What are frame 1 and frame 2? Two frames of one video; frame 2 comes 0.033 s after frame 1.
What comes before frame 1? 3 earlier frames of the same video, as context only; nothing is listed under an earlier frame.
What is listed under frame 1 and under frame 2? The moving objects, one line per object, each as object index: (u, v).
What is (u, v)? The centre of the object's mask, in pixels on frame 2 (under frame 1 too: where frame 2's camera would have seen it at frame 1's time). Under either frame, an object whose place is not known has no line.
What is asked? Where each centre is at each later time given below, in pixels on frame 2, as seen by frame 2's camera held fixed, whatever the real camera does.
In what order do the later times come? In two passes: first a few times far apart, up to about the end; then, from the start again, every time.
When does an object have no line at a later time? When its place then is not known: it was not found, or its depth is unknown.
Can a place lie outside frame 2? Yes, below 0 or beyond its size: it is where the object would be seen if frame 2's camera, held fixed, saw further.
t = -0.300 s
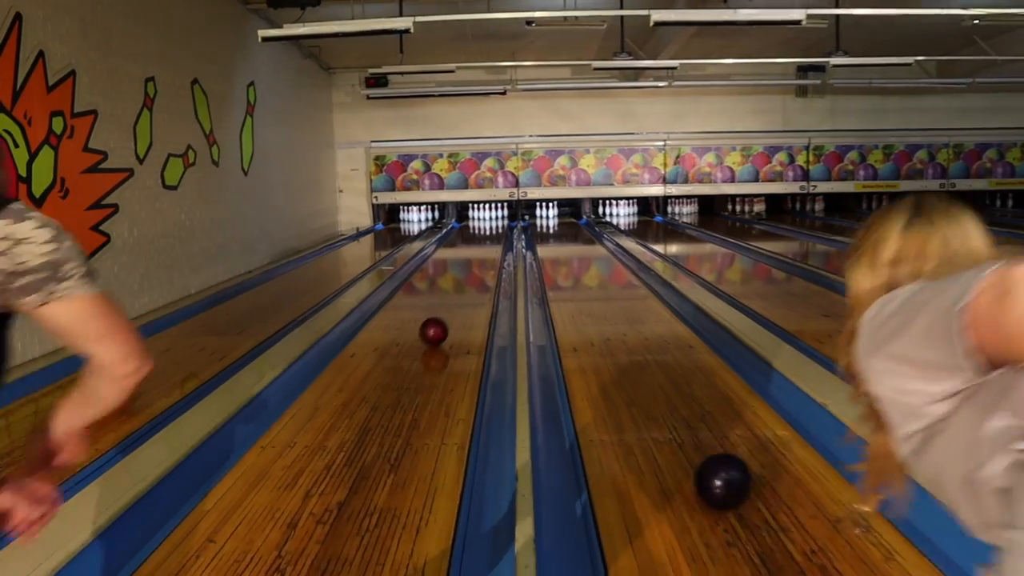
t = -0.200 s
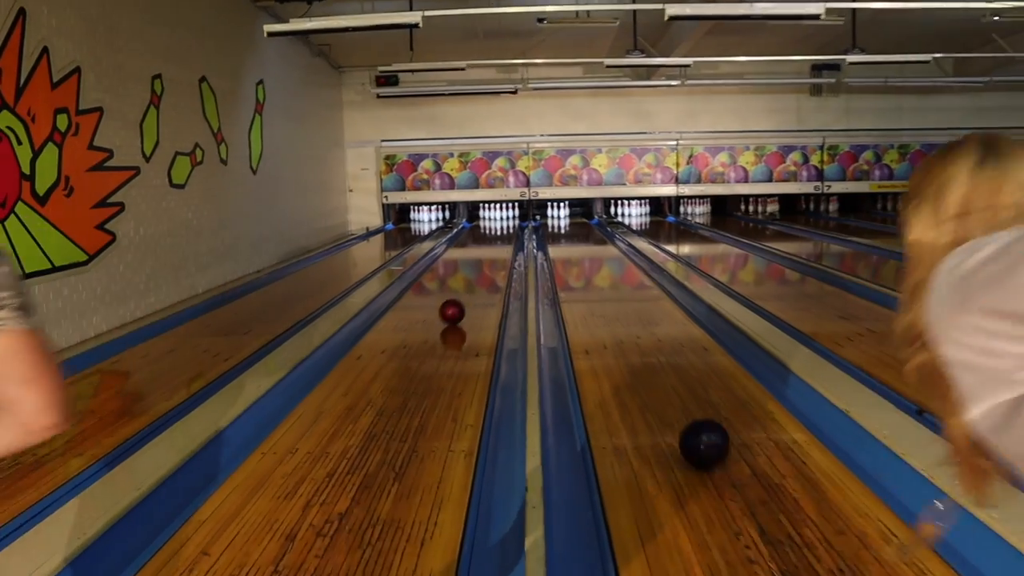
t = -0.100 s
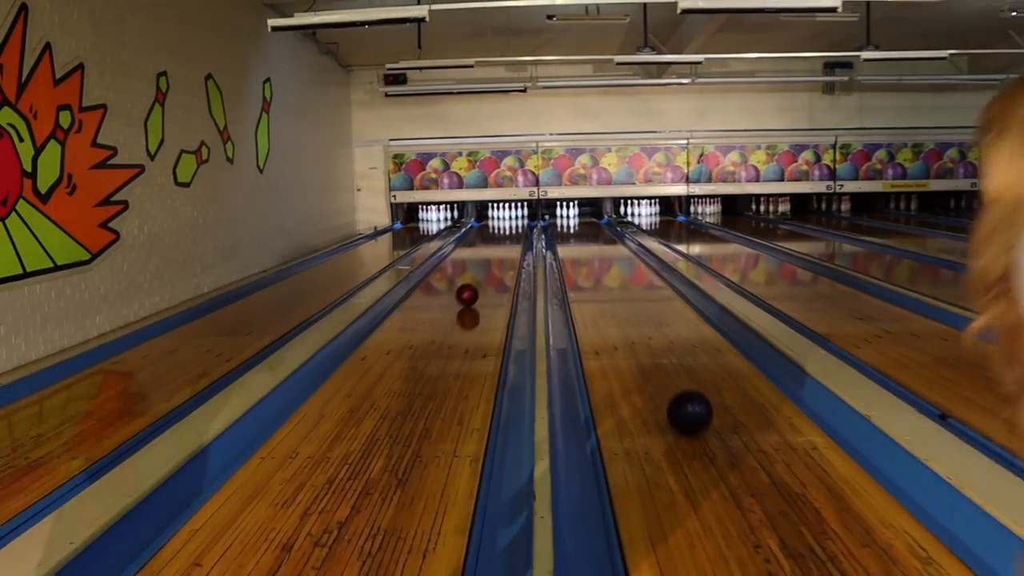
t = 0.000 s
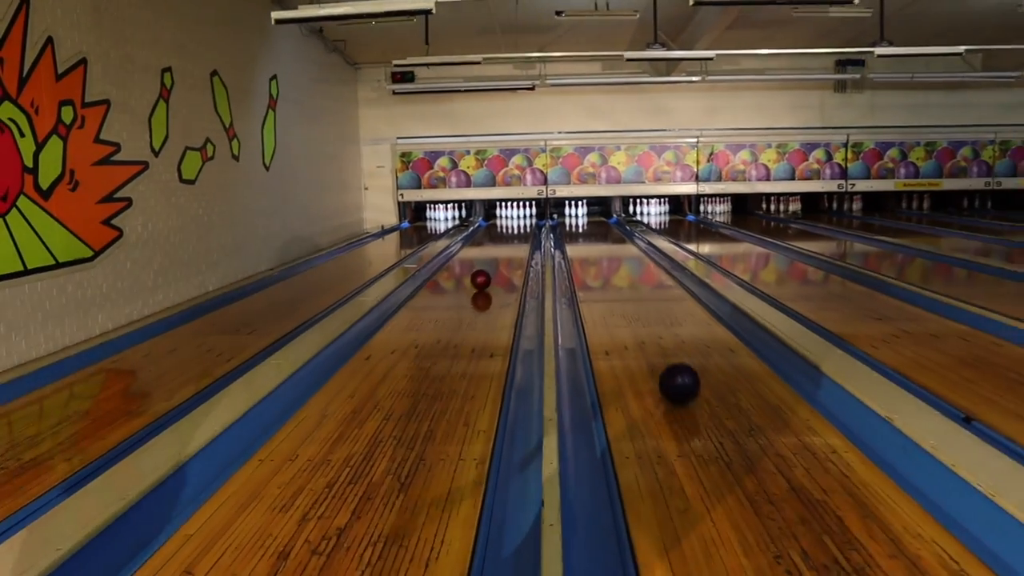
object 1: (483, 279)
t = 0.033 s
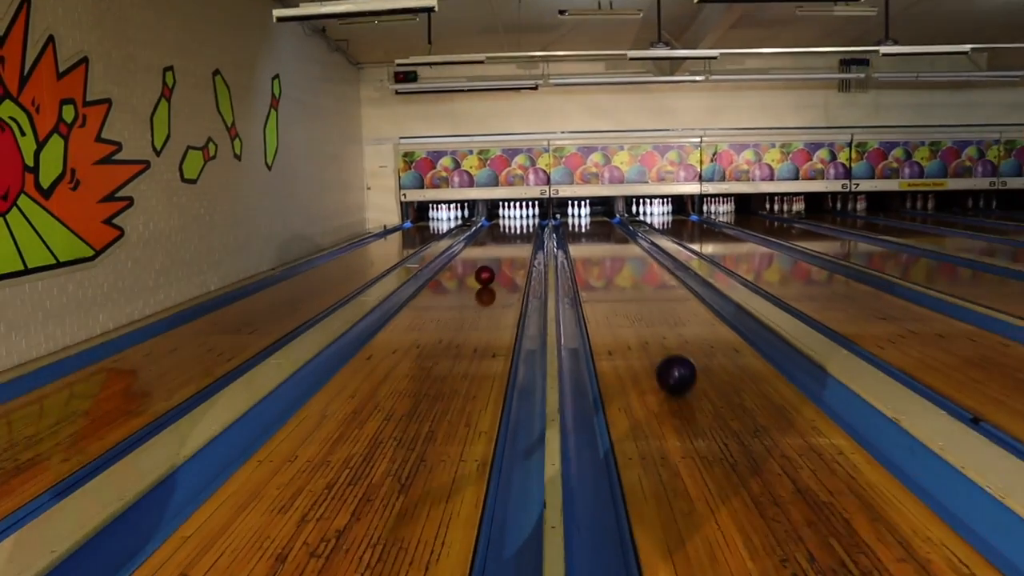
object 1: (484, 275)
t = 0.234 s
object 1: (493, 257)
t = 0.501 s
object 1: (501, 241)
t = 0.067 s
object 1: (486, 272)
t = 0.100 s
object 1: (488, 268)
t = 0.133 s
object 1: (489, 265)
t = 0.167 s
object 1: (491, 262)
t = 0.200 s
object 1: (492, 259)
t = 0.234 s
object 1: (493, 257)
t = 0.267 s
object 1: (494, 254)
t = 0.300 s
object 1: (496, 252)
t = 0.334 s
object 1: (497, 250)
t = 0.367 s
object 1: (498, 248)
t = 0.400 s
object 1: (499, 246)
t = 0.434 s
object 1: (499, 244)
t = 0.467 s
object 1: (500, 243)
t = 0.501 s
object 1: (501, 241)
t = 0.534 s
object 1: (502, 239)
